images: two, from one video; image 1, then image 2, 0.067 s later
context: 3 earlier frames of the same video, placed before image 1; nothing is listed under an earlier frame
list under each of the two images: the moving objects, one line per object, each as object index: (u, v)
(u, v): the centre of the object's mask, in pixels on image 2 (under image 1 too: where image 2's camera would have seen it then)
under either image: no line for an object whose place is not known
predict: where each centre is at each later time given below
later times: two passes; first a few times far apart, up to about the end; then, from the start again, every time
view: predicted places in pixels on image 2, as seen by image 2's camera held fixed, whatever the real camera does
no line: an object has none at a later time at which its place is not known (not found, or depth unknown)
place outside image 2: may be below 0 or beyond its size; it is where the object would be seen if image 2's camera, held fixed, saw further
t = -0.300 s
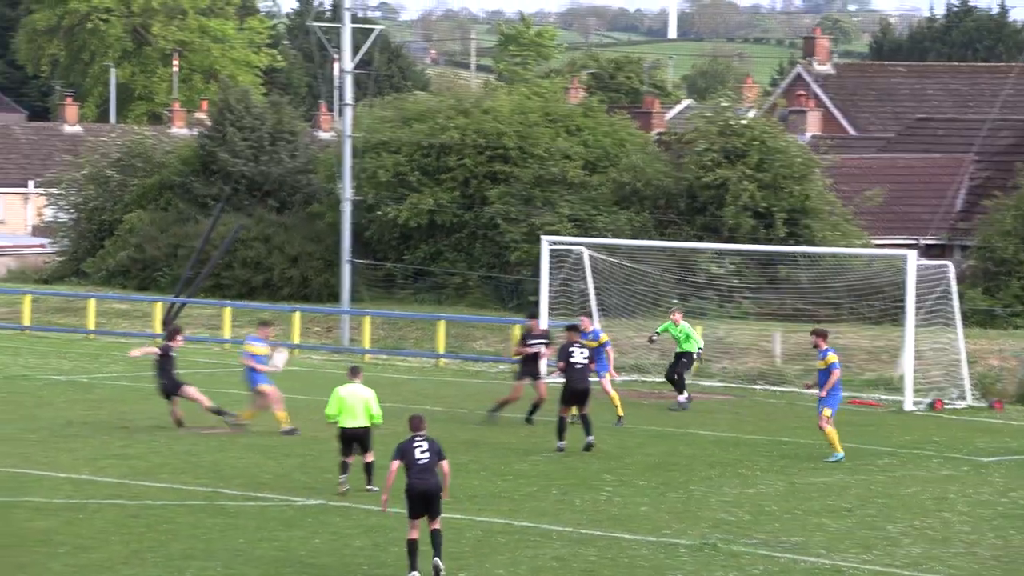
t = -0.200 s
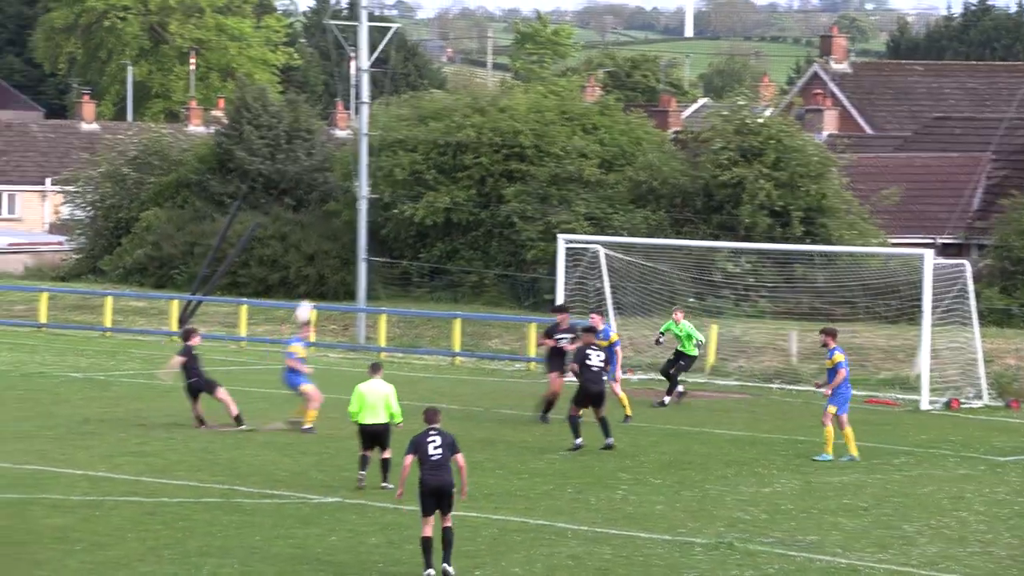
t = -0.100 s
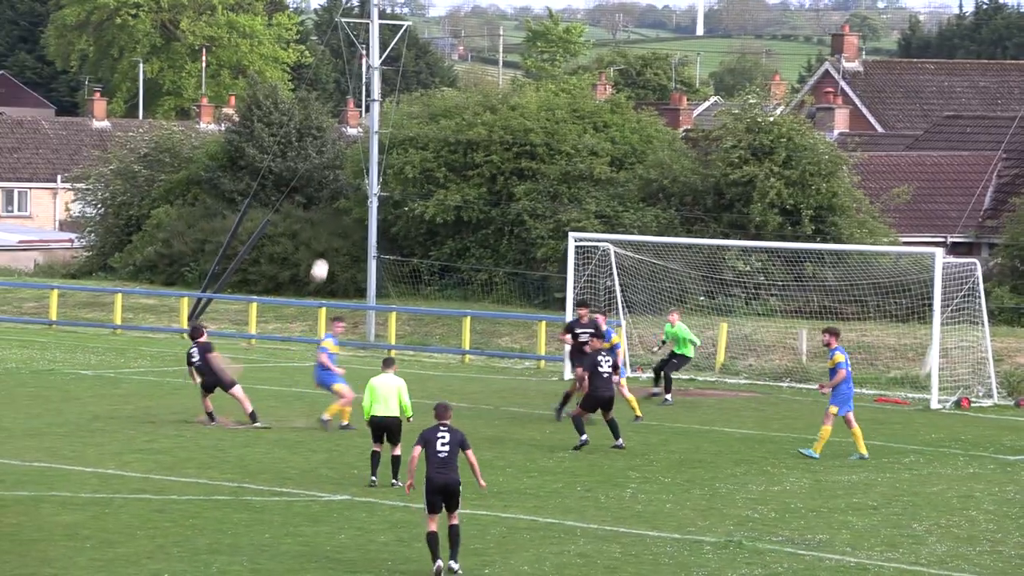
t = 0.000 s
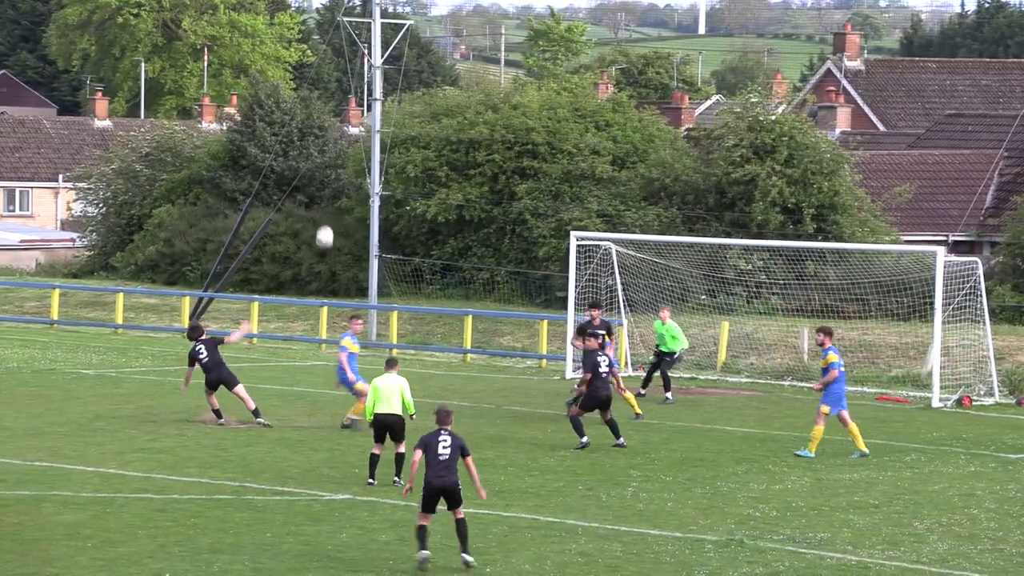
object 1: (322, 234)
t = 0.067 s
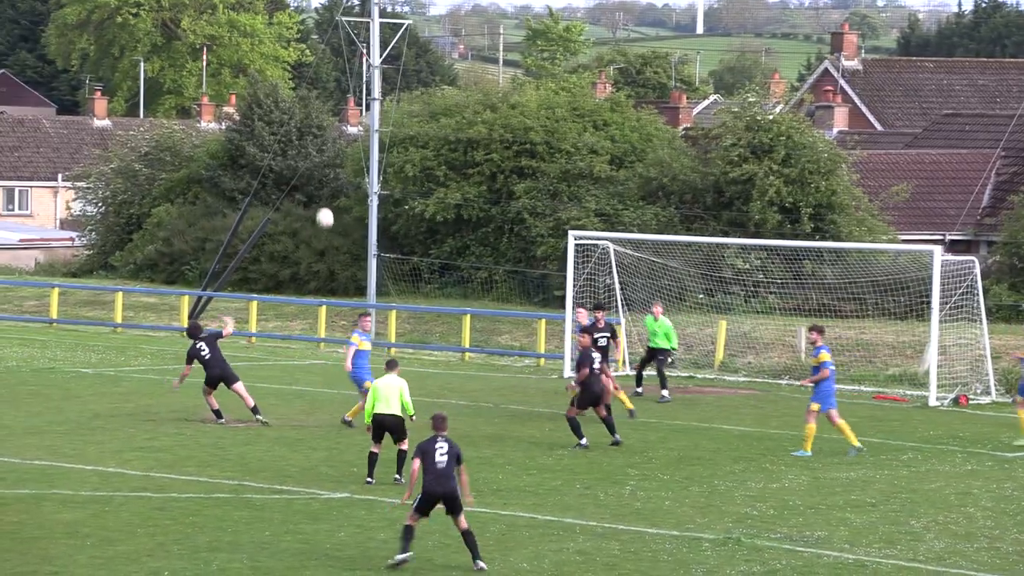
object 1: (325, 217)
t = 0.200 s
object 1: (325, 190)
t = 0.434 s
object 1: (317, 174)
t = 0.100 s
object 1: (325, 210)
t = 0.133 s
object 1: (325, 203)
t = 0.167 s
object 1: (325, 196)
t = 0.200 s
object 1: (325, 190)
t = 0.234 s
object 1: (324, 187)
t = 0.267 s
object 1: (323, 181)
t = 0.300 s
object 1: (321, 177)
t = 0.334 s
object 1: (320, 175)
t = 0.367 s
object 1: (319, 174)
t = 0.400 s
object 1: (318, 174)
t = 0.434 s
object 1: (317, 174)
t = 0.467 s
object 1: (316, 175)
